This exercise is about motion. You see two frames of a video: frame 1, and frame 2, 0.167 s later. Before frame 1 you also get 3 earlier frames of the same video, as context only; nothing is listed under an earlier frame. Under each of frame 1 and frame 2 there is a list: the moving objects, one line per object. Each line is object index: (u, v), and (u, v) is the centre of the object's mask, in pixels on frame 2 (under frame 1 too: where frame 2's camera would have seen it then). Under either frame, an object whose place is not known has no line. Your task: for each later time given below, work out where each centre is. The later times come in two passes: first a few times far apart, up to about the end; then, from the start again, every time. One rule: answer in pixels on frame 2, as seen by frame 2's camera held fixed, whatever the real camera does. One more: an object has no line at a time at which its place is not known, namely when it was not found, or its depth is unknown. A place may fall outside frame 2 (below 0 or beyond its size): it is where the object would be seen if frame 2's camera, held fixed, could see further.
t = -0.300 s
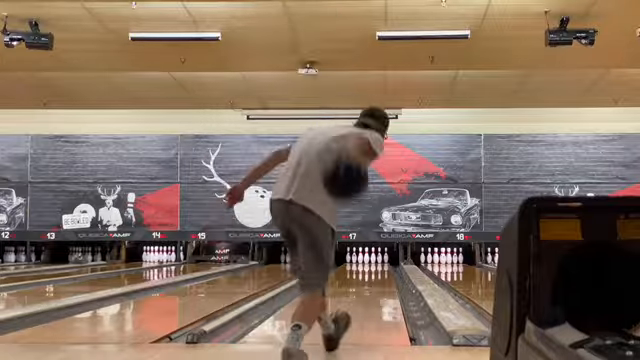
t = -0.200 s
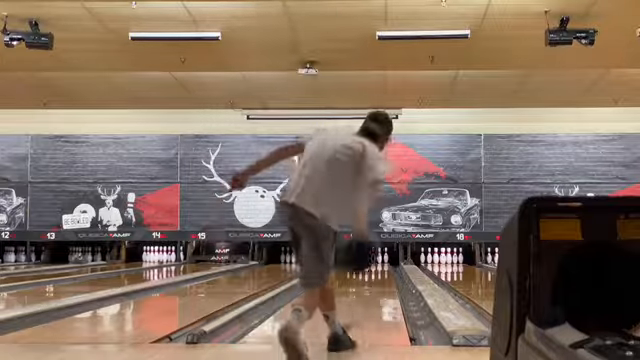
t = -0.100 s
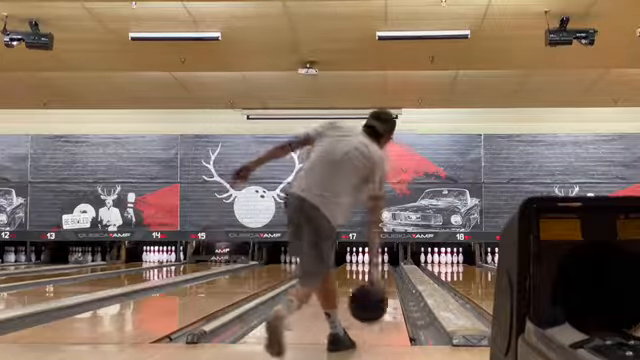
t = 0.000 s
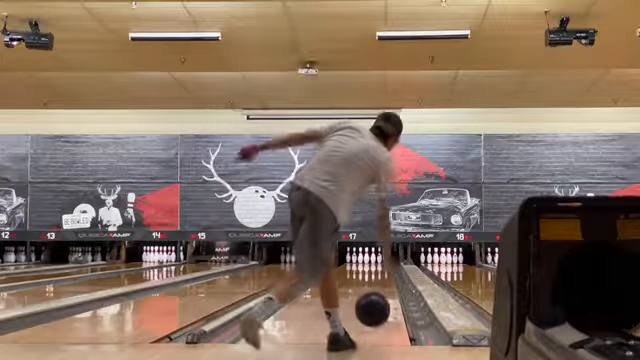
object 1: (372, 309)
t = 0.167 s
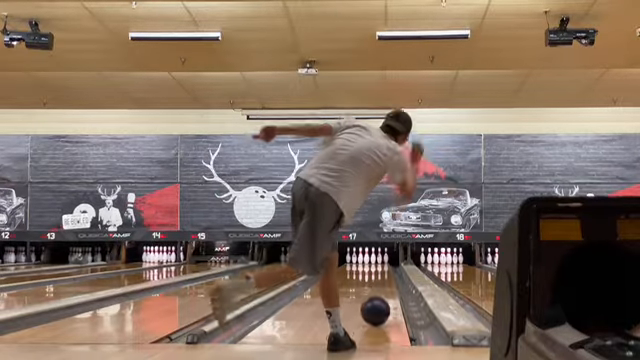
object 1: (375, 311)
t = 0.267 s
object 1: (376, 304)
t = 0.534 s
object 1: (378, 290)
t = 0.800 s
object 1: (379, 283)
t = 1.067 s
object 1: (379, 277)
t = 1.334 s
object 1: (378, 271)
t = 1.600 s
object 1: (379, 269)
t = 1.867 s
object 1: (377, 265)
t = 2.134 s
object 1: (377, 263)
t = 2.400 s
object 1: (374, 260)
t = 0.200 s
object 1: (375, 308)
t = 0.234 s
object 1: (376, 306)
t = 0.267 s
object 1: (376, 304)
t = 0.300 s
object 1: (376, 302)
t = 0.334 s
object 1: (377, 300)
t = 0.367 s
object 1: (377, 299)
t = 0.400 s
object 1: (377, 297)
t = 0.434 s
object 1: (377, 296)
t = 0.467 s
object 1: (378, 294)
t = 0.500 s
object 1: (378, 293)
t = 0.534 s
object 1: (378, 290)
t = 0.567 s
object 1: (378, 289)
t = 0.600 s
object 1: (378, 288)
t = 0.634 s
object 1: (378, 287)
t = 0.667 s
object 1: (378, 287)
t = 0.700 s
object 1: (378, 285)
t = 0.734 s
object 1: (378, 285)
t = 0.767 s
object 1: (378, 284)
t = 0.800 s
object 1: (379, 283)
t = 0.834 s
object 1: (378, 282)
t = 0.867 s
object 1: (378, 281)
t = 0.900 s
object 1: (379, 279)
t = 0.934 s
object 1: (379, 279)
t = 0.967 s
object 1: (379, 278)
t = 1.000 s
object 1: (379, 277)
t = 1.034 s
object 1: (379, 277)
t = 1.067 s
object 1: (379, 277)
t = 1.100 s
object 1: (379, 277)
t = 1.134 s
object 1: (378, 275)
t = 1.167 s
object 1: (379, 275)
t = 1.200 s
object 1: (378, 273)
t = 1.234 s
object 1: (378, 273)
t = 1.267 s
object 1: (378, 272)
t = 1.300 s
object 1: (378, 272)
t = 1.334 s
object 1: (378, 271)
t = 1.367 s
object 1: (378, 270)
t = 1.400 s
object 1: (378, 270)
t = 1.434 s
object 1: (378, 270)
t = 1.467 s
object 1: (378, 270)
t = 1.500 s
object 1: (379, 269)
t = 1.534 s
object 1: (379, 269)
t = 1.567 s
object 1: (378, 269)
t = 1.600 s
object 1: (379, 269)
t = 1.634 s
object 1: (378, 269)
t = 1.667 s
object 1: (378, 269)
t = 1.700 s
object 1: (379, 268)
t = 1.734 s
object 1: (378, 267)
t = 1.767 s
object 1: (378, 266)
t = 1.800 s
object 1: (377, 265)
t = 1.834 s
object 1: (377, 265)
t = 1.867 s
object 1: (377, 265)
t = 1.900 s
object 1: (377, 265)
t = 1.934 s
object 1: (378, 264)
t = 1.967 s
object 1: (377, 264)
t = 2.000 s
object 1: (377, 265)
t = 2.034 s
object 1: (377, 264)
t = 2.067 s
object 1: (377, 264)
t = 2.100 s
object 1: (377, 263)
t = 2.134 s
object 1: (377, 263)
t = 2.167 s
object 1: (376, 263)
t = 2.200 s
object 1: (375, 262)
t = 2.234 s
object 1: (375, 262)
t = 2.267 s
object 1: (374, 262)
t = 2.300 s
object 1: (374, 261)
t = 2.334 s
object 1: (374, 261)
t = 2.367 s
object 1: (374, 260)
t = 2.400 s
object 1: (374, 260)
